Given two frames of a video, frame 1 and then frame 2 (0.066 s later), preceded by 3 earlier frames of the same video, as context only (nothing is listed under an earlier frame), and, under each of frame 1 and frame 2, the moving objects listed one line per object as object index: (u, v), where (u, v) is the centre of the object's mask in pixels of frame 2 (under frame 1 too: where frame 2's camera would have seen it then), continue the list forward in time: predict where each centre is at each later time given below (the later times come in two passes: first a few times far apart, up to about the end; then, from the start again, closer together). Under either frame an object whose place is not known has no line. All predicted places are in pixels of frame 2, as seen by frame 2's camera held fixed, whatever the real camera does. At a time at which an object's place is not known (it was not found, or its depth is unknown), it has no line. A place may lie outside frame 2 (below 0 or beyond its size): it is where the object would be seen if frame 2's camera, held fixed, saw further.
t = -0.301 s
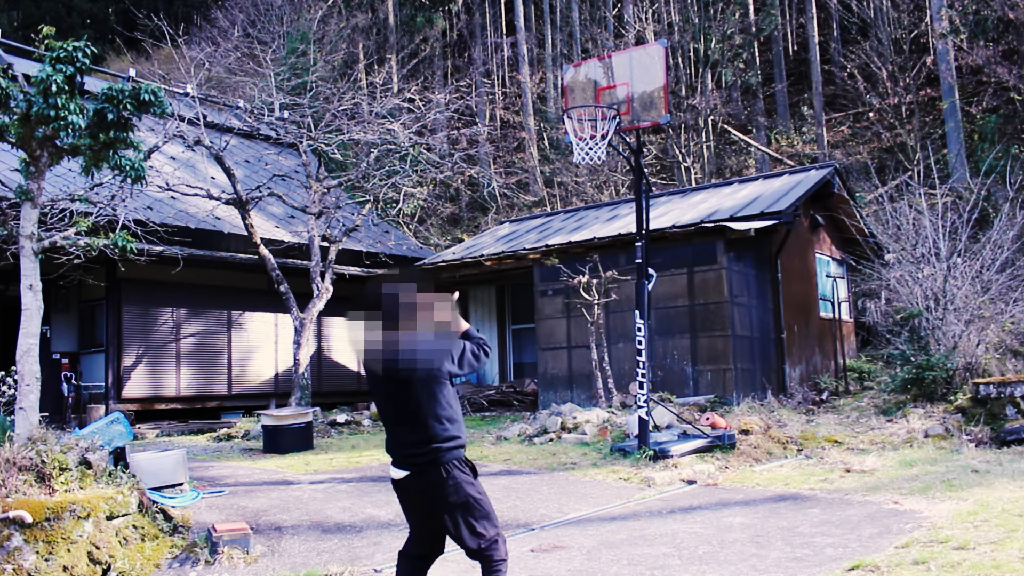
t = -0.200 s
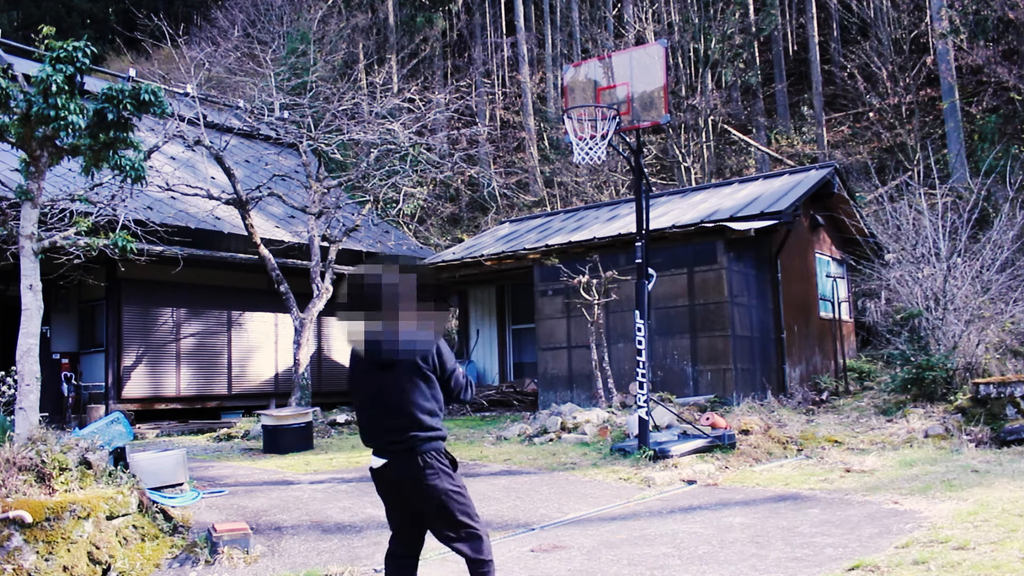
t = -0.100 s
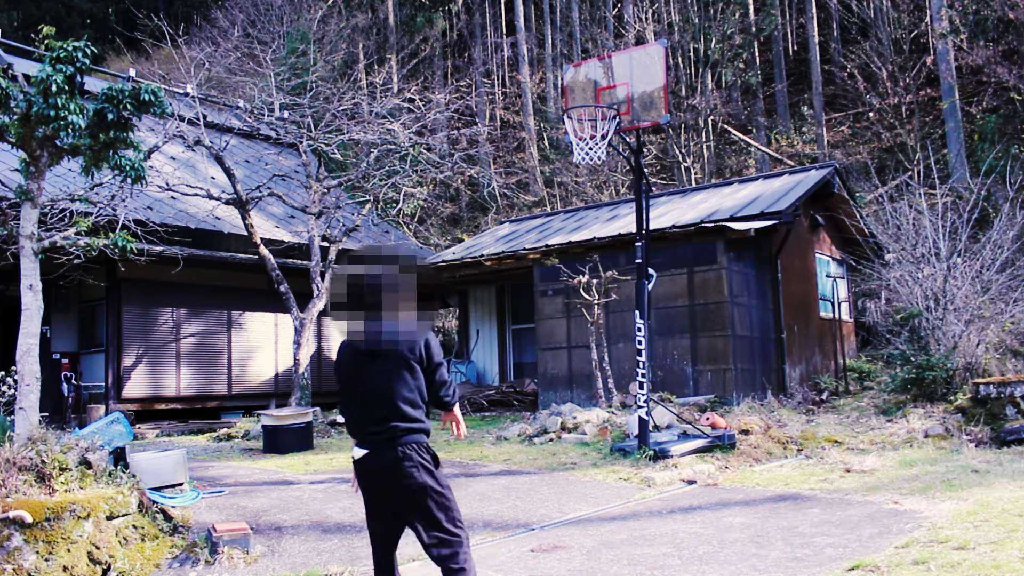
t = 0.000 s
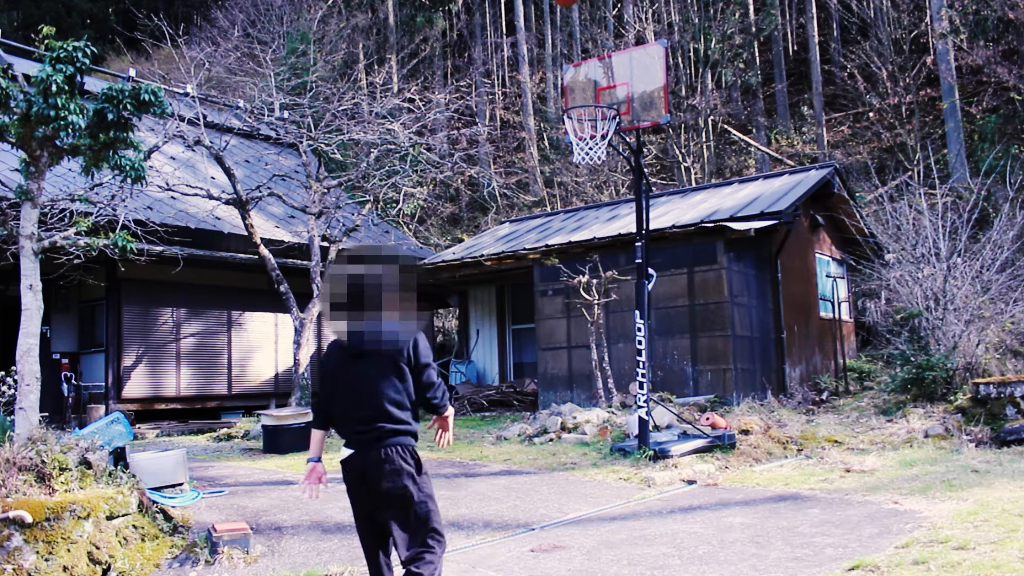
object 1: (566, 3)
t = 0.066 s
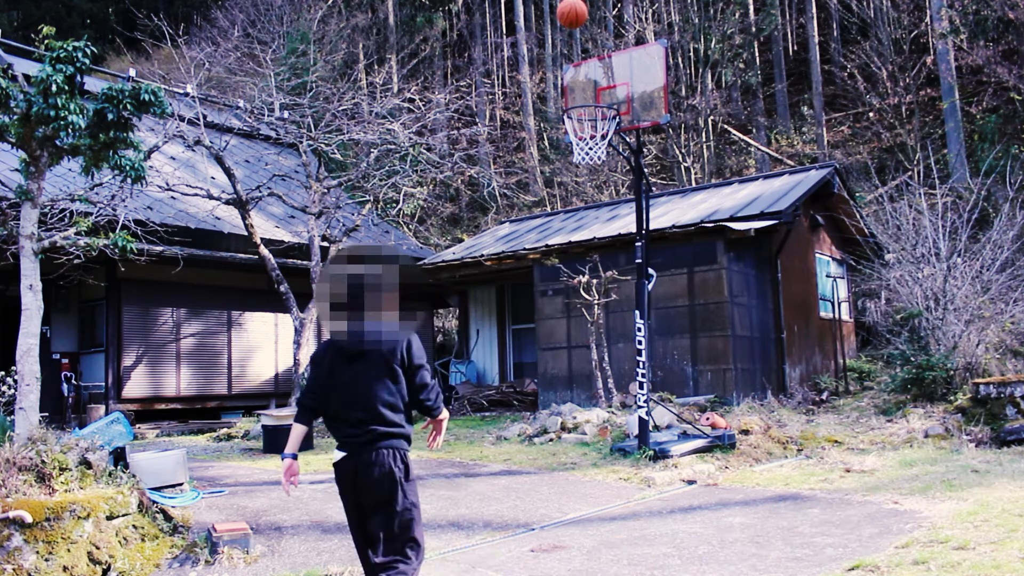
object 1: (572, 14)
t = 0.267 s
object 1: (591, 103)
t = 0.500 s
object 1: (588, 123)
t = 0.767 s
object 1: (590, 173)
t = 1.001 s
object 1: (597, 283)
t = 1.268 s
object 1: (605, 461)
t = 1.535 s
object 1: (624, 325)
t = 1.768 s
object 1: (645, 271)
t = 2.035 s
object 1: (673, 289)
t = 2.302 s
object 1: (707, 395)
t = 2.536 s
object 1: (727, 426)
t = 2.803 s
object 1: (740, 344)
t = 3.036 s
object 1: (756, 346)
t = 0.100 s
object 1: (575, 26)
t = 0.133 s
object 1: (578, 40)
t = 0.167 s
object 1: (582, 54)
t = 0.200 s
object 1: (585, 70)
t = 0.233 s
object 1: (587, 87)
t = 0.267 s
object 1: (591, 103)
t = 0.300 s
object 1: (592, 116)
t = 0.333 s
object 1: (591, 121)
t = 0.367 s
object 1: (590, 129)
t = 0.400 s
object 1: (588, 132)
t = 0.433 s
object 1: (587, 128)
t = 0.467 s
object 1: (588, 124)
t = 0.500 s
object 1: (588, 123)
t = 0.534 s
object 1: (587, 125)
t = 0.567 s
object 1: (587, 128)
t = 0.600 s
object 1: (588, 132)
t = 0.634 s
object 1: (588, 139)
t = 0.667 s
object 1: (589, 146)
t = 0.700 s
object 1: (589, 153)
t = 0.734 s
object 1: (590, 162)
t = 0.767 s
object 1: (590, 173)
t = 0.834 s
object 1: (592, 197)
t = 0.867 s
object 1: (593, 211)
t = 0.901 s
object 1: (594, 227)
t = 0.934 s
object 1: (595, 245)
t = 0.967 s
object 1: (596, 263)
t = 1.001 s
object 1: (597, 283)
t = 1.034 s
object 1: (598, 304)
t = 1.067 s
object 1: (598, 326)
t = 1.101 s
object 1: (600, 349)
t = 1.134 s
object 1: (600, 374)
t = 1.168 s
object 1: (601, 400)
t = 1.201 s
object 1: (603, 428)
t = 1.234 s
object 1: (603, 456)
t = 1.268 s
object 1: (605, 461)
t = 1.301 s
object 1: (608, 440)
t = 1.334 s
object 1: (610, 420)
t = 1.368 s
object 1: (612, 400)
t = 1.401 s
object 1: (614, 383)
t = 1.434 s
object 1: (617, 366)
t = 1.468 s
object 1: (619, 351)
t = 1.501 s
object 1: (621, 337)
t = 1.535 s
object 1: (624, 325)
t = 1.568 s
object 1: (627, 313)
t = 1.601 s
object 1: (630, 303)
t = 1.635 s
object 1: (633, 294)
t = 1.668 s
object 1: (635, 287)
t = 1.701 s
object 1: (638, 281)
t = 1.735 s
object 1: (642, 275)
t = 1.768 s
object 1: (645, 271)
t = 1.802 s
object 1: (648, 269)
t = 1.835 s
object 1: (652, 268)
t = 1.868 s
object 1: (655, 268)
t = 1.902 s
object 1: (658, 269)
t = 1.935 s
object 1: (662, 272)
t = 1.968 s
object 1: (666, 276)
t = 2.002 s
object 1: (670, 282)
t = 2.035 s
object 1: (673, 289)
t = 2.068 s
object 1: (677, 297)
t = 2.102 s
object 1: (681, 307)
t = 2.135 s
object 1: (685, 317)
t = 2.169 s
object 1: (689, 330)
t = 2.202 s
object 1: (694, 344)
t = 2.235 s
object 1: (698, 360)
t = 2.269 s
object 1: (702, 377)
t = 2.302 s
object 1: (707, 395)
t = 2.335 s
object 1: (711, 415)
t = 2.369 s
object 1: (716, 437)
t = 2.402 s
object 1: (720, 459)
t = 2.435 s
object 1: (723, 478)
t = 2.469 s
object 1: (725, 459)
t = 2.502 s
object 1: (726, 442)
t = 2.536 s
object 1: (727, 426)
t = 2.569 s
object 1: (729, 411)
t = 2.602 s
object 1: (730, 397)
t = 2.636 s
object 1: (732, 385)
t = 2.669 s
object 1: (733, 375)
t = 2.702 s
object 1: (735, 365)
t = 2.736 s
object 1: (736, 357)
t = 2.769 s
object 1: (738, 350)
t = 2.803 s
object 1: (740, 344)
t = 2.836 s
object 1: (742, 340)
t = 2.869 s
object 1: (744, 338)
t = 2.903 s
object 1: (746, 336)
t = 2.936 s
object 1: (749, 337)
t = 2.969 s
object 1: (751, 338)
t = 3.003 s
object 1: (754, 342)
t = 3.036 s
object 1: (756, 346)
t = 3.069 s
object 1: (759, 353)
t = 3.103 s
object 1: (762, 361)
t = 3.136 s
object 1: (765, 370)
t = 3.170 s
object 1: (768, 381)
